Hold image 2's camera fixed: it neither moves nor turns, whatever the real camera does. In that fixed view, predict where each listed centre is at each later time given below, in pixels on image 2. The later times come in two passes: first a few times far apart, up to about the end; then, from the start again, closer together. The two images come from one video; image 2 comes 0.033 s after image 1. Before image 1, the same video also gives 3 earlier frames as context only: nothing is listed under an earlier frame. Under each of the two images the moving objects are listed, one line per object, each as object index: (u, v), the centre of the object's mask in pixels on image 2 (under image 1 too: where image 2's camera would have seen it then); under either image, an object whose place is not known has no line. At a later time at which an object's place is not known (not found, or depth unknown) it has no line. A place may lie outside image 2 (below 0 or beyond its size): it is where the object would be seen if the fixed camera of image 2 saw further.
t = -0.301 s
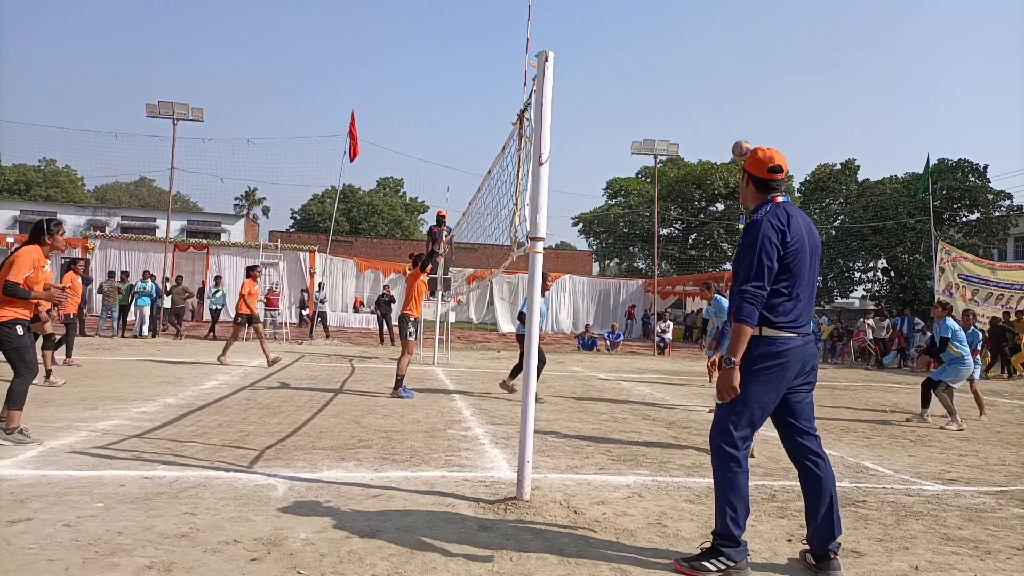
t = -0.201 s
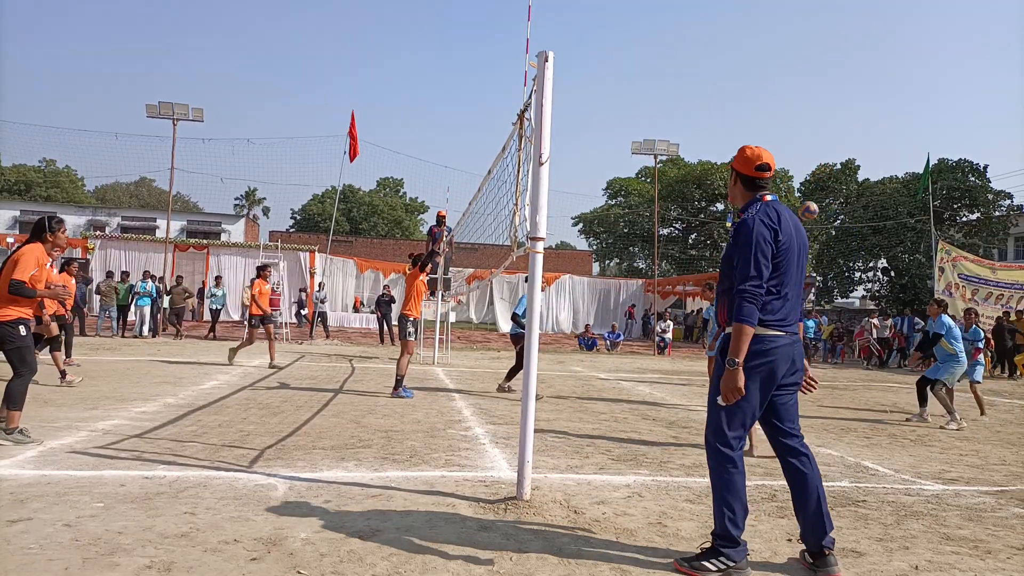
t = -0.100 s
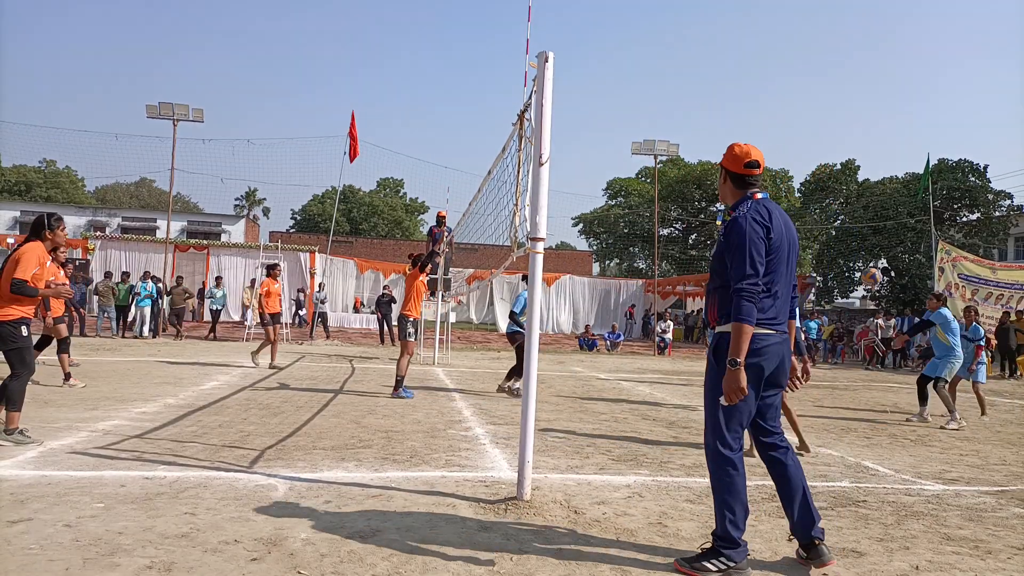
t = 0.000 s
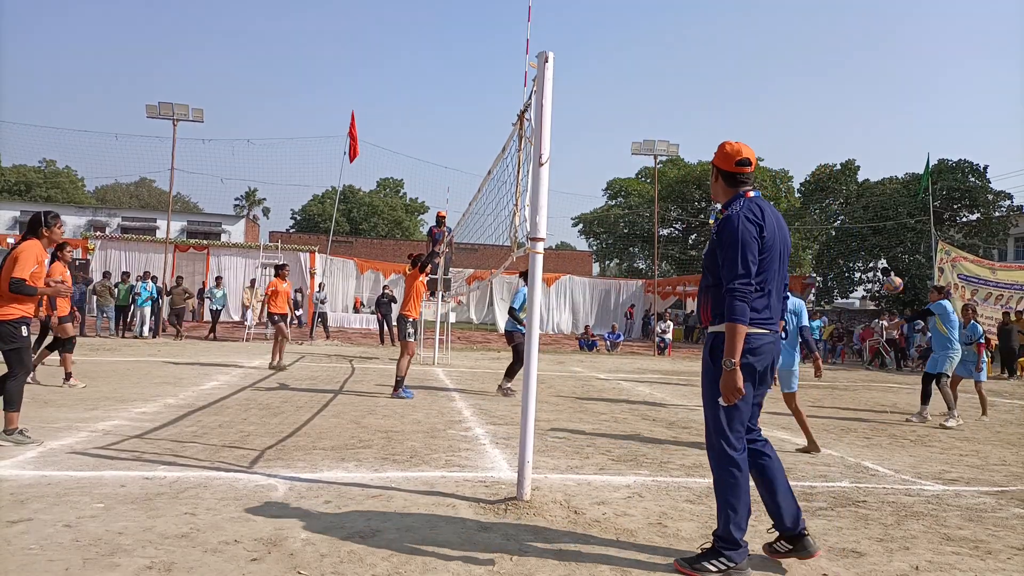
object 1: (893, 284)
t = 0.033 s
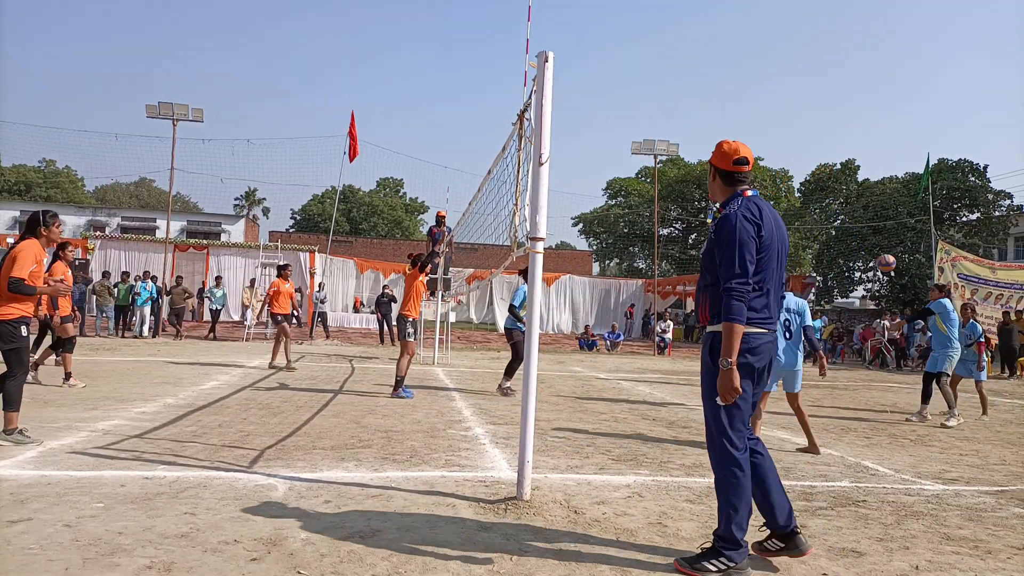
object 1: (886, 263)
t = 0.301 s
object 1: (833, 134)
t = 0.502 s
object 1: (797, 79)
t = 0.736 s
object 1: (757, 57)
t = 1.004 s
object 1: (713, 80)
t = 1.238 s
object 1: (676, 138)
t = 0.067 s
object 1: (879, 243)
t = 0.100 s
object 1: (872, 224)
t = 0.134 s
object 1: (866, 206)
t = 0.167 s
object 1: (860, 189)
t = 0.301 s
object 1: (833, 134)
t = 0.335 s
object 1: (827, 122)
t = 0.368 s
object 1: (821, 112)
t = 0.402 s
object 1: (815, 102)
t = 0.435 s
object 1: (809, 93)
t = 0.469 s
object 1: (803, 86)
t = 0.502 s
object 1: (797, 79)
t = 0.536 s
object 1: (792, 74)
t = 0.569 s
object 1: (786, 69)
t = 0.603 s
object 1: (780, 65)
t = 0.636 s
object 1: (774, 62)
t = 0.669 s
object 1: (768, 60)
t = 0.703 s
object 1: (763, 58)
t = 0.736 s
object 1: (757, 57)
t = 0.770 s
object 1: (751, 57)
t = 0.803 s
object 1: (746, 58)
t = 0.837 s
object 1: (741, 60)
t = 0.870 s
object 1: (735, 62)
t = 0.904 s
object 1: (730, 66)
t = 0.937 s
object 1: (724, 70)
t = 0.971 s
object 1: (719, 75)
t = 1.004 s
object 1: (713, 80)
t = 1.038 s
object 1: (708, 86)
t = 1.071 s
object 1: (702, 93)
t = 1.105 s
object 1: (697, 101)
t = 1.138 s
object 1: (692, 109)
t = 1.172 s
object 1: (686, 118)
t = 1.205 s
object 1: (681, 128)
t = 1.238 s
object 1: (676, 138)
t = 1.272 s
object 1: (671, 149)
